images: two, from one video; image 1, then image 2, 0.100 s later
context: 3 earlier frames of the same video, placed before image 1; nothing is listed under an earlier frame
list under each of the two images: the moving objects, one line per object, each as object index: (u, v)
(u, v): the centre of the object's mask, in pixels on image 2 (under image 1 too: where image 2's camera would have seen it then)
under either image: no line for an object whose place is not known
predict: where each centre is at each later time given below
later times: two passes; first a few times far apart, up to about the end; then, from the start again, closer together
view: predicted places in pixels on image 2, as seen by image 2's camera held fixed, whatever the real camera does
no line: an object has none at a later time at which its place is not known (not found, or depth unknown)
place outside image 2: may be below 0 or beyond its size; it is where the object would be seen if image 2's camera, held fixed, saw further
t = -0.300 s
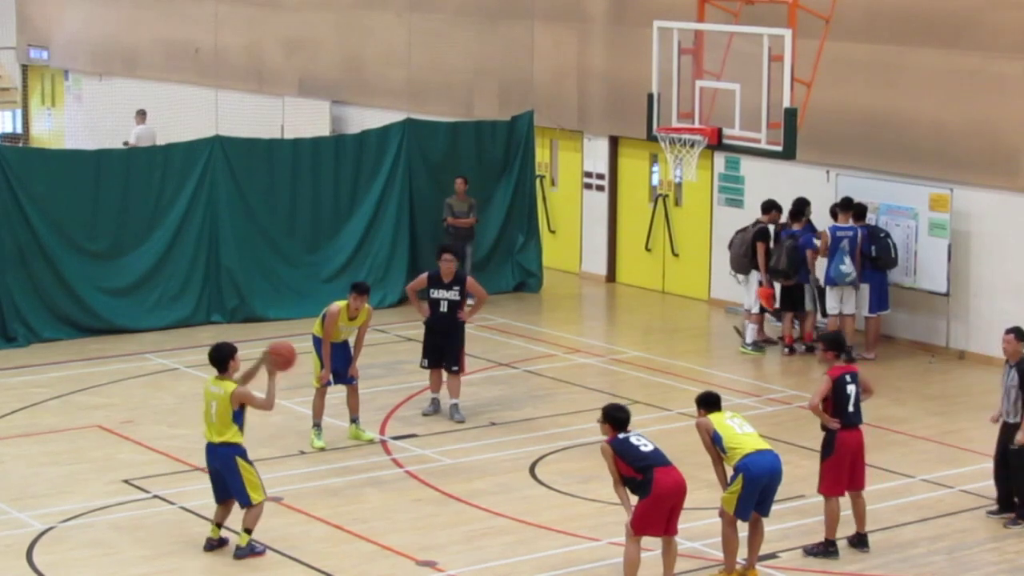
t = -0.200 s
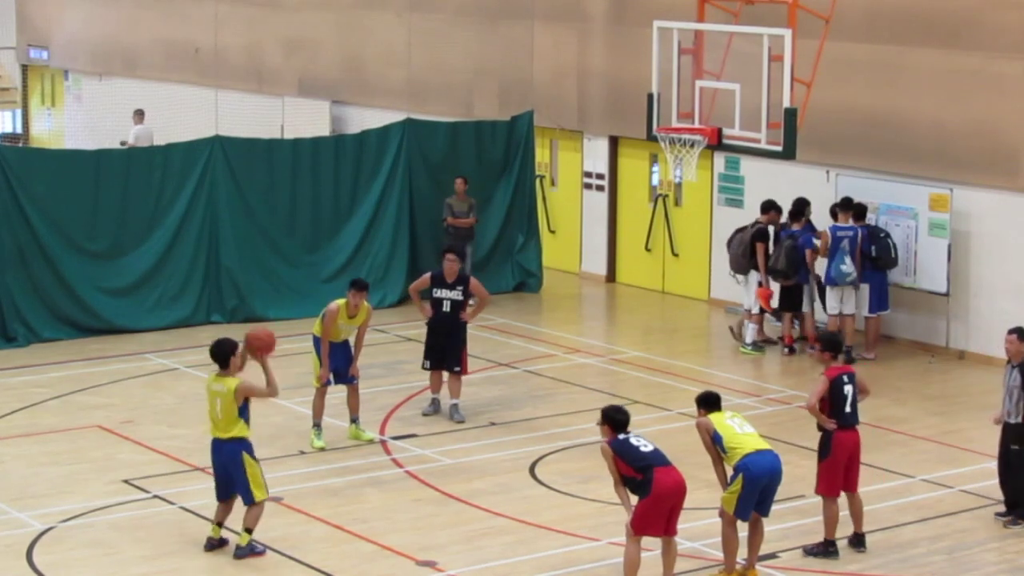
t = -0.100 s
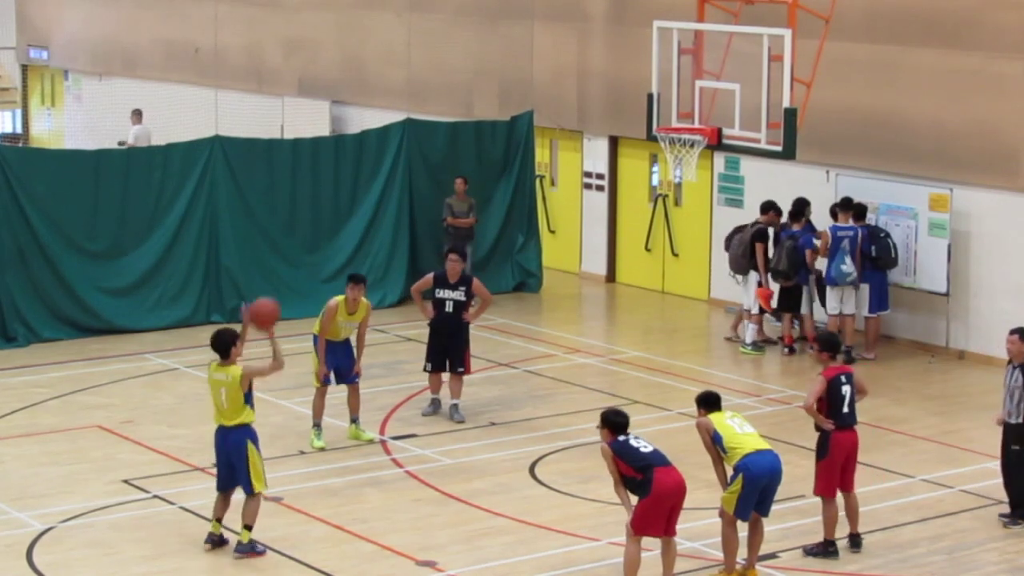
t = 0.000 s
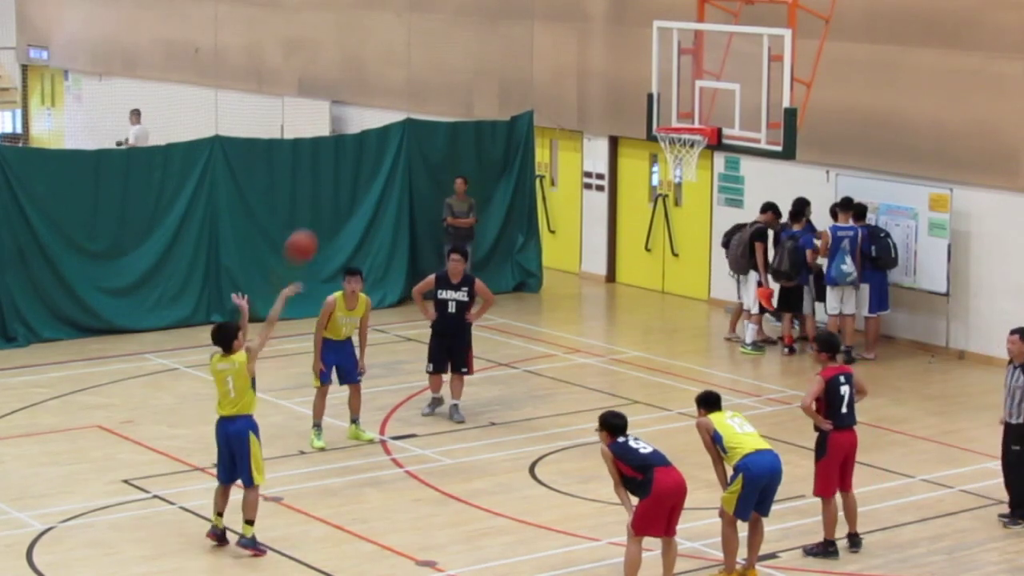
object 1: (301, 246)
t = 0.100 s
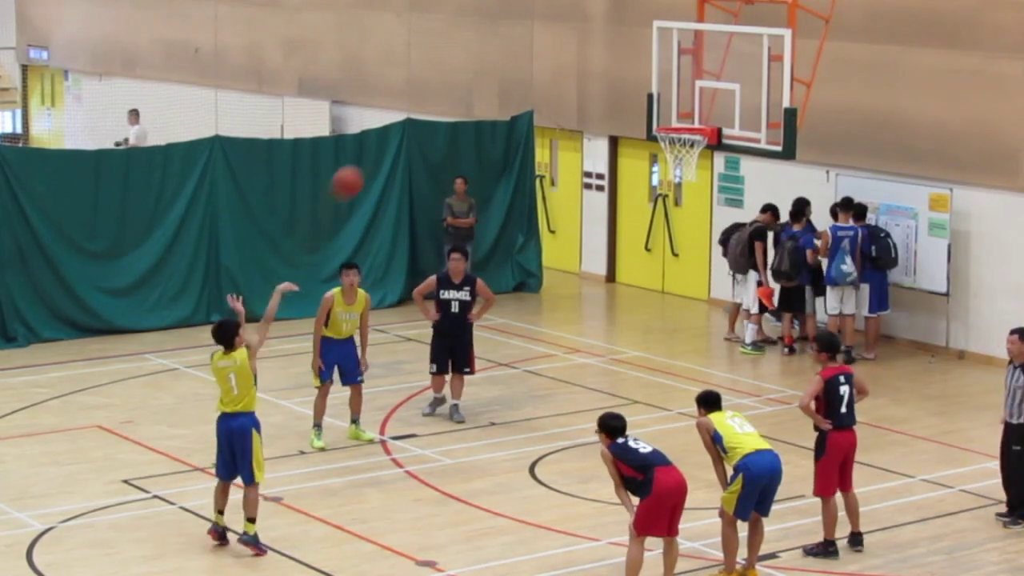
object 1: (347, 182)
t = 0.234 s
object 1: (408, 119)
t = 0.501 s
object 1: (521, 58)
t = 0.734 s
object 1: (612, 75)
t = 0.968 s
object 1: (690, 143)
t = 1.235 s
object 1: (698, 227)
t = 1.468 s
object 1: (698, 359)
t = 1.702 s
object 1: (687, 392)
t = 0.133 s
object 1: (363, 163)
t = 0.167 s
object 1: (377, 147)
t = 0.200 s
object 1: (393, 132)
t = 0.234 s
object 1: (408, 119)
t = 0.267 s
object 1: (422, 106)
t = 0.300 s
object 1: (437, 95)
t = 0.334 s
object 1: (451, 86)
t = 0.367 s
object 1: (465, 78)
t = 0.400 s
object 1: (479, 71)
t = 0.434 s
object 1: (493, 65)
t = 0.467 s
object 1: (507, 61)
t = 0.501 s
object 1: (521, 58)
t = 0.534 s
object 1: (534, 56)
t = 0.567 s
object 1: (547, 56)
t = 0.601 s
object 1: (561, 57)
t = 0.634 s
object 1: (573, 61)
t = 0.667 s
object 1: (587, 64)
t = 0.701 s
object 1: (600, 69)
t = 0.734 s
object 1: (612, 75)
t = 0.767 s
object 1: (625, 82)
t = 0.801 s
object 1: (637, 91)
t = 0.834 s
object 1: (649, 101)
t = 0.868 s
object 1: (661, 111)
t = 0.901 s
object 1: (672, 120)
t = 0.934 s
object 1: (684, 122)
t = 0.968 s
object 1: (690, 143)
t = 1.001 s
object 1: (699, 150)
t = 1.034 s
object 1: (698, 160)
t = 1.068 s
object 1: (700, 166)
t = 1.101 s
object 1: (699, 176)
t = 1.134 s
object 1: (699, 187)
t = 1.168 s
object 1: (699, 199)
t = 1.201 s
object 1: (699, 212)
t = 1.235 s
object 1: (698, 227)
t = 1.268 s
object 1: (698, 242)
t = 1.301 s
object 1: (698, 259)
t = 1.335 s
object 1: (698, 277)
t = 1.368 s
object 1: (698, 297)
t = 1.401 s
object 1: (698, 316)
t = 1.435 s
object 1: (698, 337)
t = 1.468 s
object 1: (698, 359)
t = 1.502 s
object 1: (697, 382)
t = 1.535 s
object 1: (692, 407)
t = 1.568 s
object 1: (691, 435)
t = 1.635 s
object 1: (690, 430)
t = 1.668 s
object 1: (688, 410)
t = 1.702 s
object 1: (687, 392)
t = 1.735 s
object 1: (685, 376)
